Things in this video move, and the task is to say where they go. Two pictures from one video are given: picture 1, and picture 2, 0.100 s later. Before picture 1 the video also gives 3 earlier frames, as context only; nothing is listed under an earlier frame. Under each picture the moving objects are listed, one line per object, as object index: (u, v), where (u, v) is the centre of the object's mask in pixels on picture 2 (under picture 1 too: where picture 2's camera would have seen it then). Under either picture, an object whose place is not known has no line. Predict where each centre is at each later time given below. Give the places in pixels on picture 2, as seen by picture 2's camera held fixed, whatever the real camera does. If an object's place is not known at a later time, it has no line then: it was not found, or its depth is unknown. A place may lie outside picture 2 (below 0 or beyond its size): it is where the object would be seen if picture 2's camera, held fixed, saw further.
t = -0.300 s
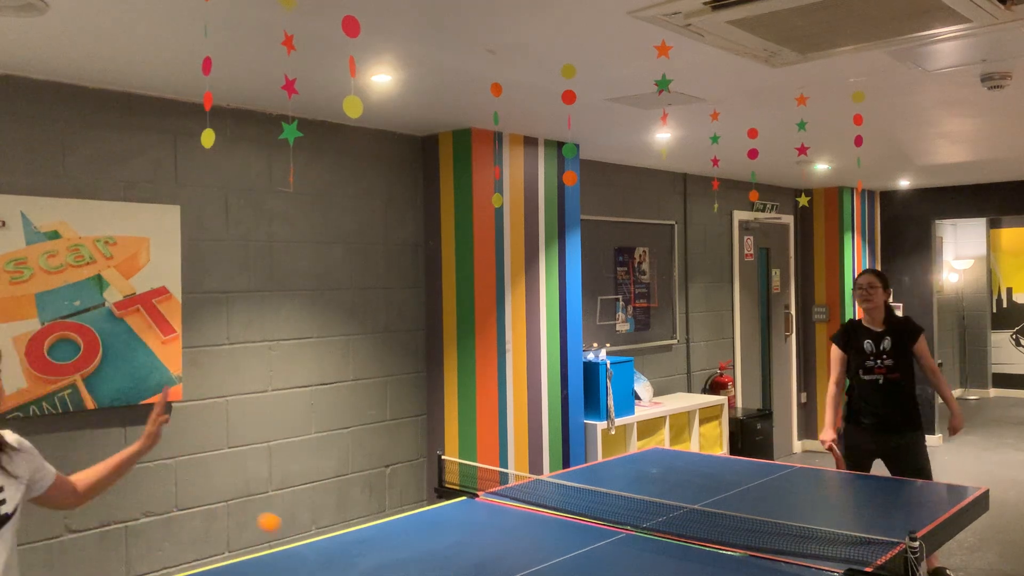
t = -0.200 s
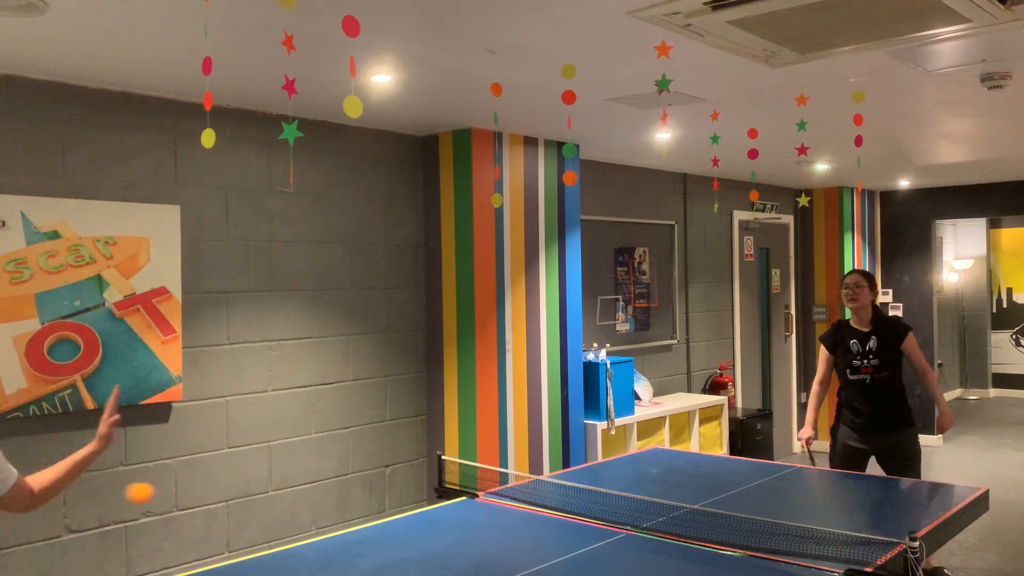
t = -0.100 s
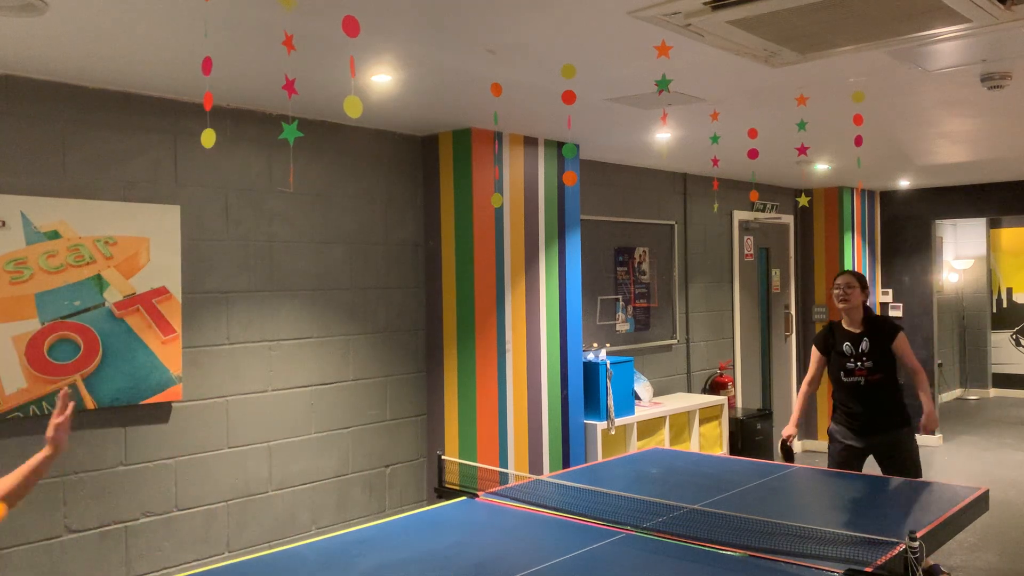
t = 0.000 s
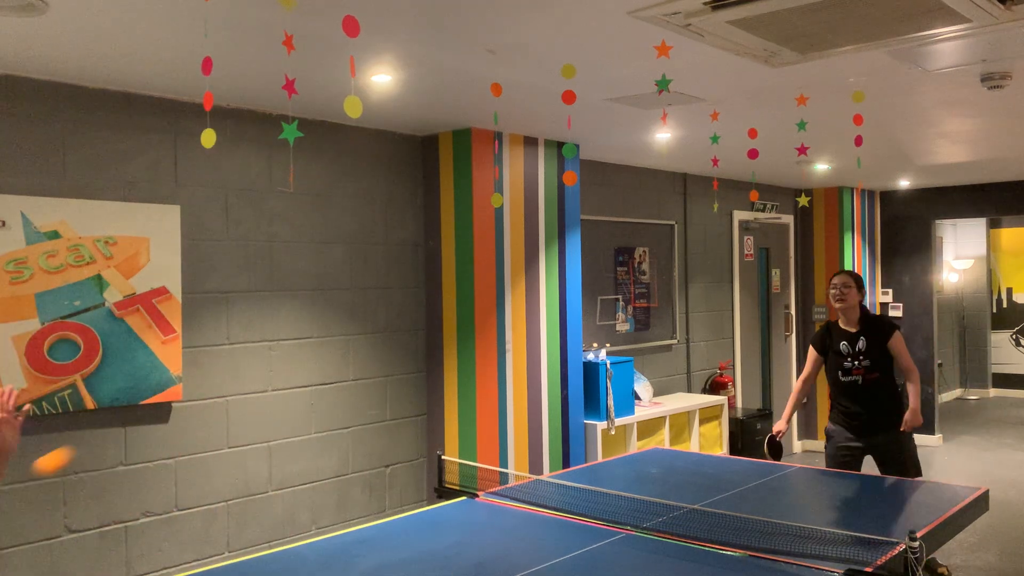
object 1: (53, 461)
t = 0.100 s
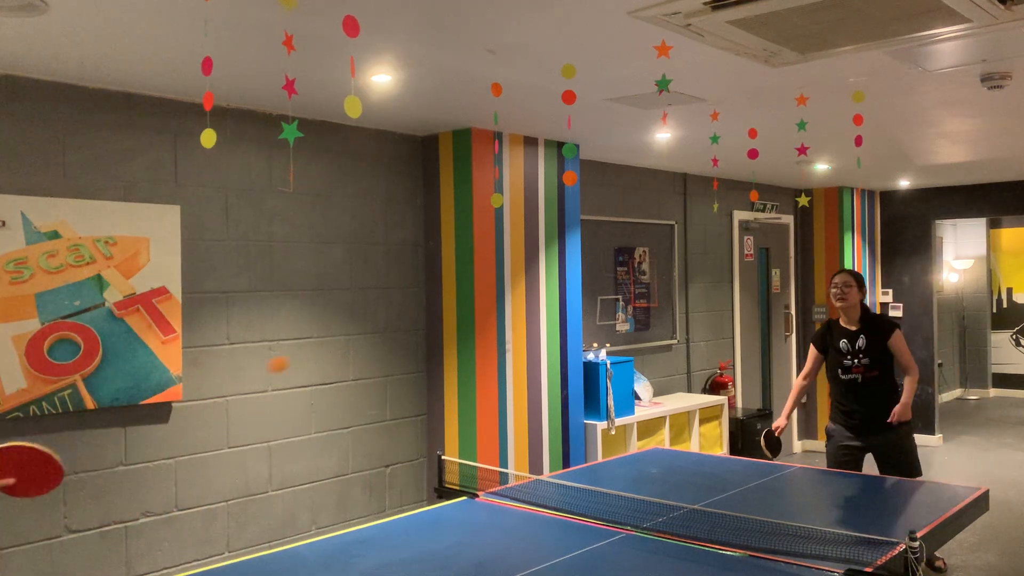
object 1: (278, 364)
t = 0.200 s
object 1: (421, 333)
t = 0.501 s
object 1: (648, 418)
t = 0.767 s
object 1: (738, 371)
